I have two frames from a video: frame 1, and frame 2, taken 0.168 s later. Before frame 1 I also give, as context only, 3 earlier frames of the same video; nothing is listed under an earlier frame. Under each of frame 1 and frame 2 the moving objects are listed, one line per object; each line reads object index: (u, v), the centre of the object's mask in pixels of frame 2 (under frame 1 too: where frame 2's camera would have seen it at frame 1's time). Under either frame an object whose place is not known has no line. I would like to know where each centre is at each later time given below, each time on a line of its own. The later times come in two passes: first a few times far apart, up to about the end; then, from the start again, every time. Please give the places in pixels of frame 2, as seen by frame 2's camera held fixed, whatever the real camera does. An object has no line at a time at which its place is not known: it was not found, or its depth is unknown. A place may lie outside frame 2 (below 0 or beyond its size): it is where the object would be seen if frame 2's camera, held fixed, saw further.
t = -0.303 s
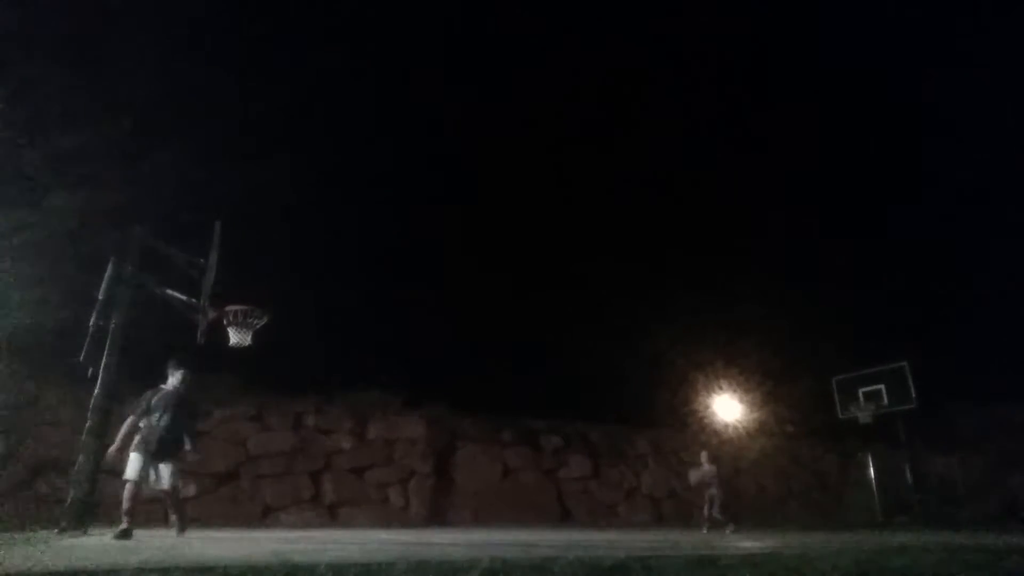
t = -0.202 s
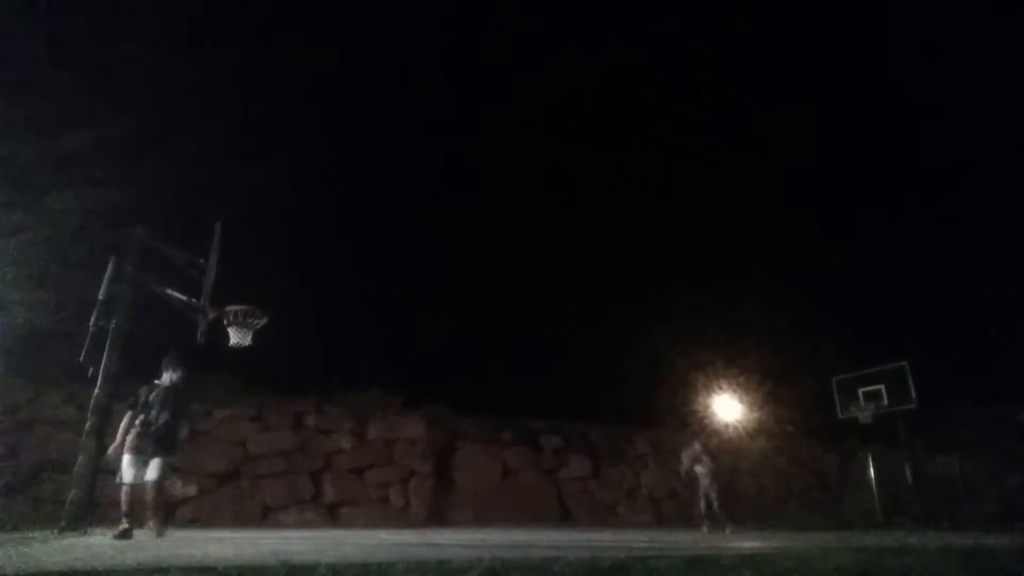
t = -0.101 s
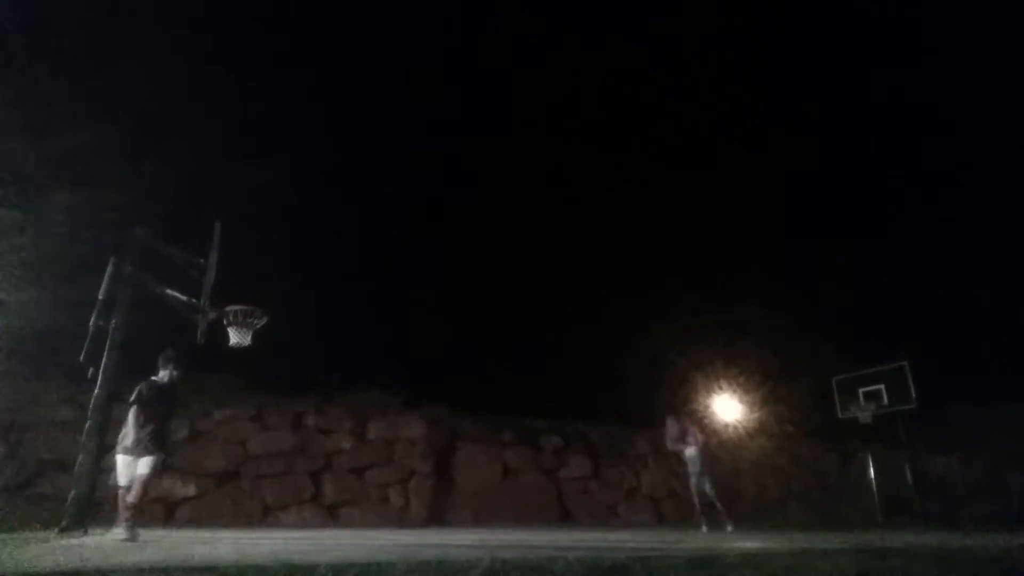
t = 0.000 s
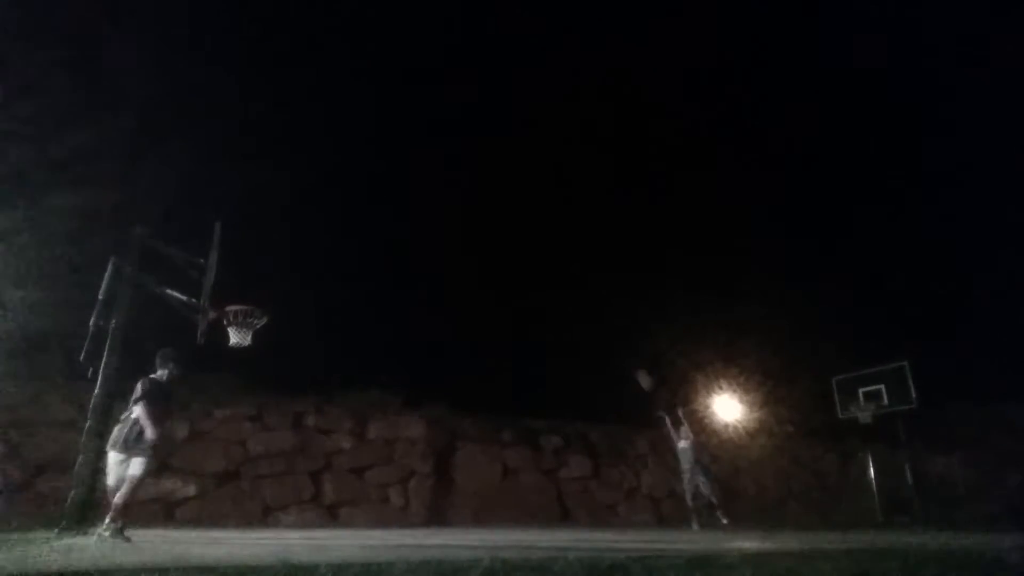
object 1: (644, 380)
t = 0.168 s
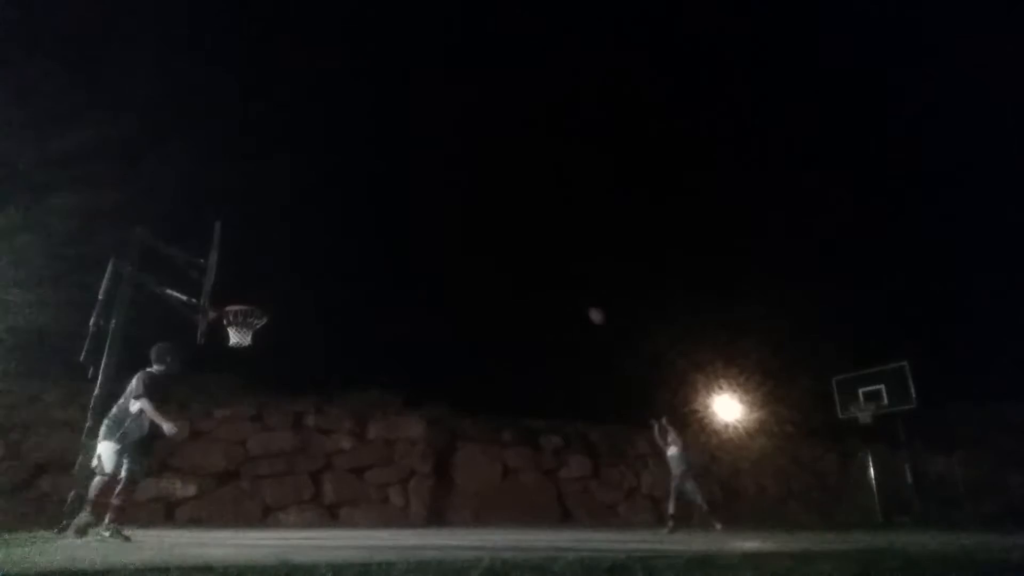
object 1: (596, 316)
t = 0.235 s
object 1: (577, 294)
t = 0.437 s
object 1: (521, 247)
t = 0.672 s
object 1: (451, 217)
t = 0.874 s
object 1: (383, 218)
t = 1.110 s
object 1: (286, 259)
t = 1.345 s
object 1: (234, 264)
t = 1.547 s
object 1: (276, 240)
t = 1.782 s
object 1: (314, 251)
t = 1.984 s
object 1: (341, 293)
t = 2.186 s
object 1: (366, 368)
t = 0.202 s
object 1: (586, 304)
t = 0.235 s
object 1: (577, 294)
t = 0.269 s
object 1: (567, 285)
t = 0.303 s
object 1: (558, 276)
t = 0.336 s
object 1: (549, 268)
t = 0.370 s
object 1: (539, 260)
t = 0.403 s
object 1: (530, 253)
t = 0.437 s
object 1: (521, 247)
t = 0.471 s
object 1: (512, 241)
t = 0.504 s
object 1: (501, 235)
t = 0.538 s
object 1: (492, 230)
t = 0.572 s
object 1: (482, 226)
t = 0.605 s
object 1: (471, 222)
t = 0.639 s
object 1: (461, 219)
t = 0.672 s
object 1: (451, 217)
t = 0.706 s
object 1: (440, 214)
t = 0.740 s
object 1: (430, 214)
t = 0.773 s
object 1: (418, 214)
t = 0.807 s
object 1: (406, 214)
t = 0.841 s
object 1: (395, 216)
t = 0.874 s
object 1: (383, 218)
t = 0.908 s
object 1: (371, 220)
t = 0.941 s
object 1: (358, 224)
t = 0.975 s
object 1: (344, 229)
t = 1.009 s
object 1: (331, 235)
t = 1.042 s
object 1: (317, 241)
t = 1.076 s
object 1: (304, 247)
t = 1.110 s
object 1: (286, 259)
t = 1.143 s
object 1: (270, 269)
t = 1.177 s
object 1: (254, 280)
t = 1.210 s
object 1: (238, 292)
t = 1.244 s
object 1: (228, 291)
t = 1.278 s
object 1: (222, 279)
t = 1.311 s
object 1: (227, 269)
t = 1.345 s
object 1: (234, 264)
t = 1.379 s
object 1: (242, 258)
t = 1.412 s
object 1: (249, 252)
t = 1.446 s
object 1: (256, 247)
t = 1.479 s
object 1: (263, 243)
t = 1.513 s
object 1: (269, 241)
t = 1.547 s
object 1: (276, 240)
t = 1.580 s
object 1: (282, 239)
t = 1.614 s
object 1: (288, 238)
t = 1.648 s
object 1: (293, 239)
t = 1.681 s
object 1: (299, 241)
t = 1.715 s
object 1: (304, 243)
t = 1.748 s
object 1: (309, 246)
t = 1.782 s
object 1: (314, 251)
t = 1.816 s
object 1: (319, 256)
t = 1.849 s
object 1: (324, 262)
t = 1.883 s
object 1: (328, 268)
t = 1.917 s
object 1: (333, 276)
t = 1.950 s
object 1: (337, 284)
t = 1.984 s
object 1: (341, 293)
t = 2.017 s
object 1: (346, 303)
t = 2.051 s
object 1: (350, 314)
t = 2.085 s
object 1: (354, 326)
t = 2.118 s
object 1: (358, 338)
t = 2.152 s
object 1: (362, 353)
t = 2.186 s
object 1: (366, 368)
